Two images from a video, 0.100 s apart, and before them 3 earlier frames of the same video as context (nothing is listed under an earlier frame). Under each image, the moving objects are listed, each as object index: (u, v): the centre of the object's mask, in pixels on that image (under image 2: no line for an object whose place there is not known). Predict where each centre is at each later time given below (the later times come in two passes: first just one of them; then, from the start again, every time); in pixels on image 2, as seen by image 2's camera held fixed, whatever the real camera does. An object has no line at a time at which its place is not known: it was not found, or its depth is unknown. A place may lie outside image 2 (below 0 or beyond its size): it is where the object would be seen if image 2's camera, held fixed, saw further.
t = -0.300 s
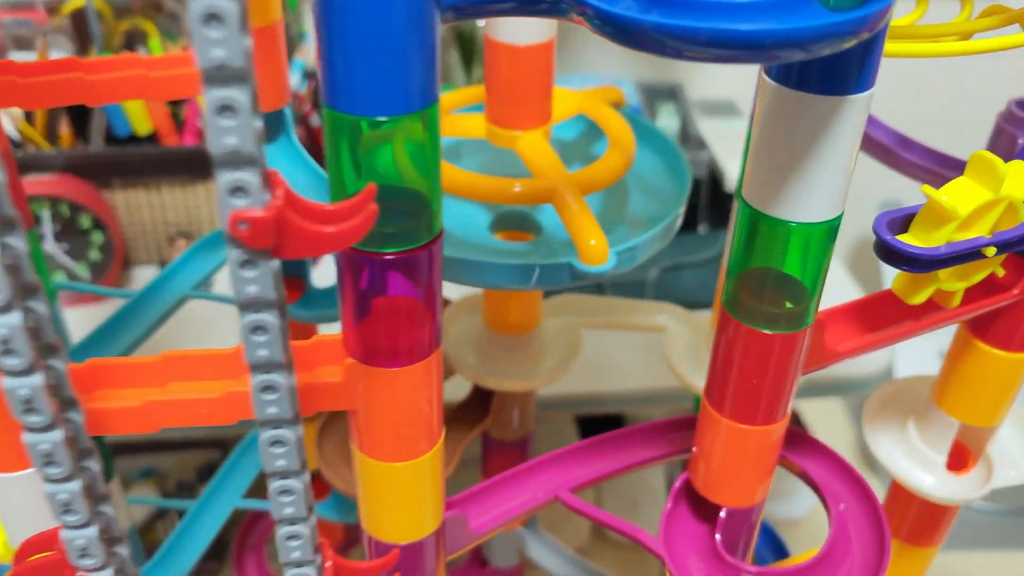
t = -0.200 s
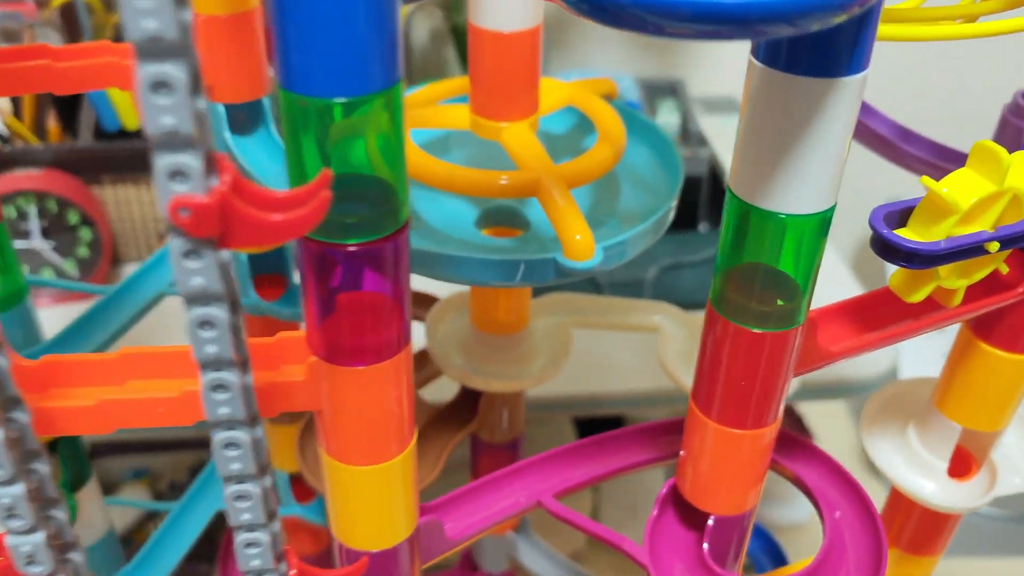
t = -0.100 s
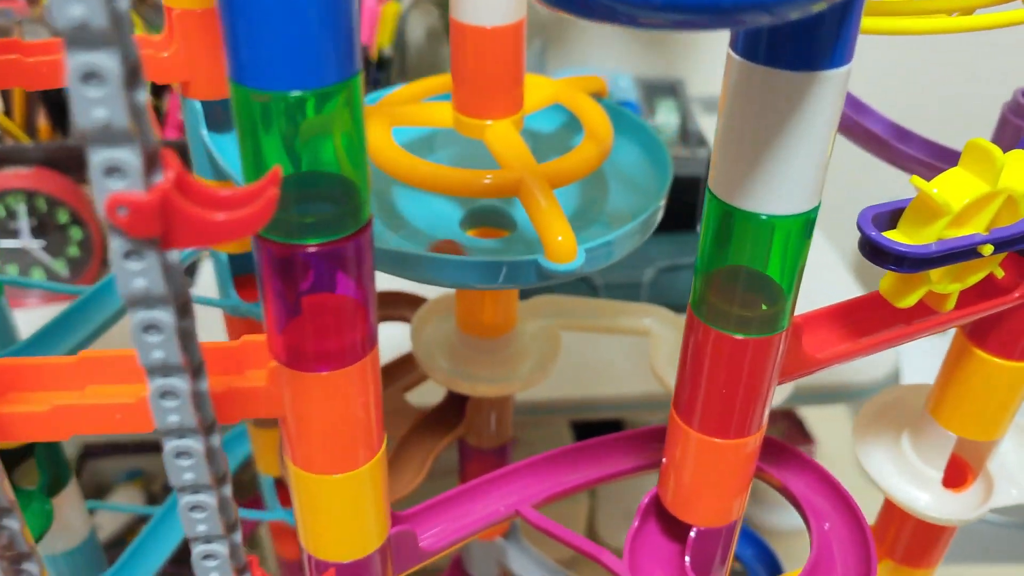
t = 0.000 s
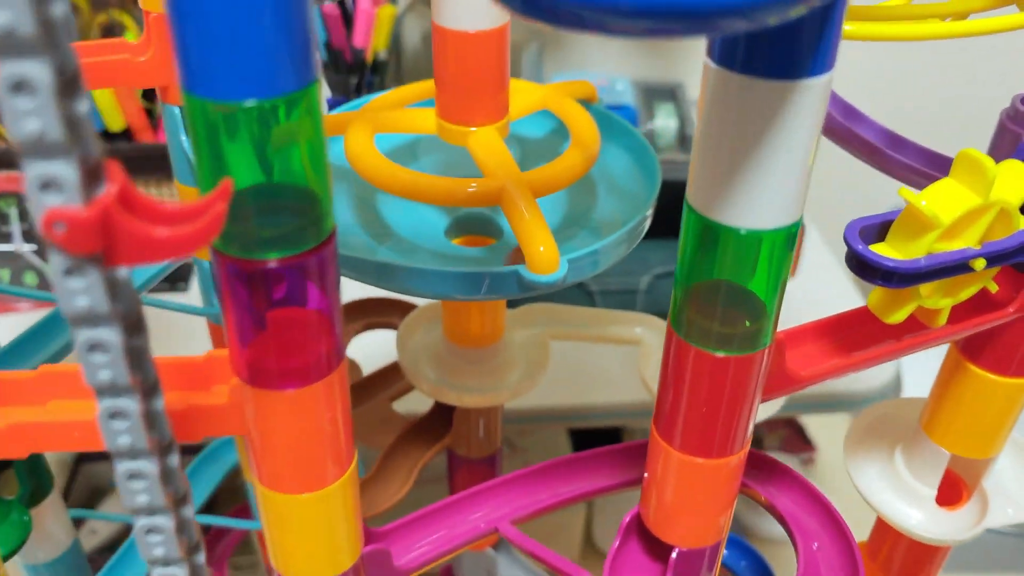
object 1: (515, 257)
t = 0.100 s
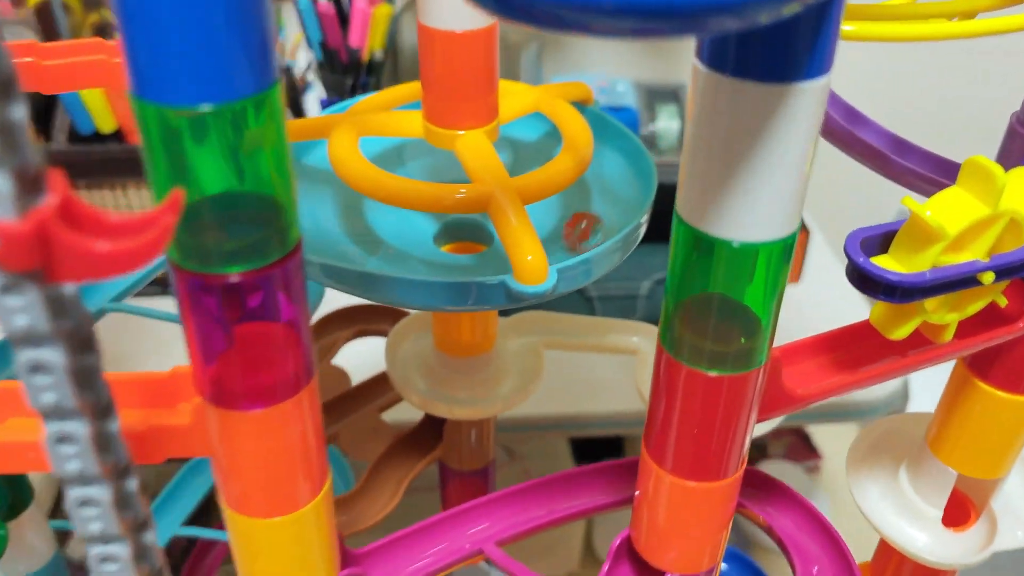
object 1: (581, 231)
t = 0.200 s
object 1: (582, 188)
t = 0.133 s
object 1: (587, 216)
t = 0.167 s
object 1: (586, 195)
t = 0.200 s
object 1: (582, 188)
